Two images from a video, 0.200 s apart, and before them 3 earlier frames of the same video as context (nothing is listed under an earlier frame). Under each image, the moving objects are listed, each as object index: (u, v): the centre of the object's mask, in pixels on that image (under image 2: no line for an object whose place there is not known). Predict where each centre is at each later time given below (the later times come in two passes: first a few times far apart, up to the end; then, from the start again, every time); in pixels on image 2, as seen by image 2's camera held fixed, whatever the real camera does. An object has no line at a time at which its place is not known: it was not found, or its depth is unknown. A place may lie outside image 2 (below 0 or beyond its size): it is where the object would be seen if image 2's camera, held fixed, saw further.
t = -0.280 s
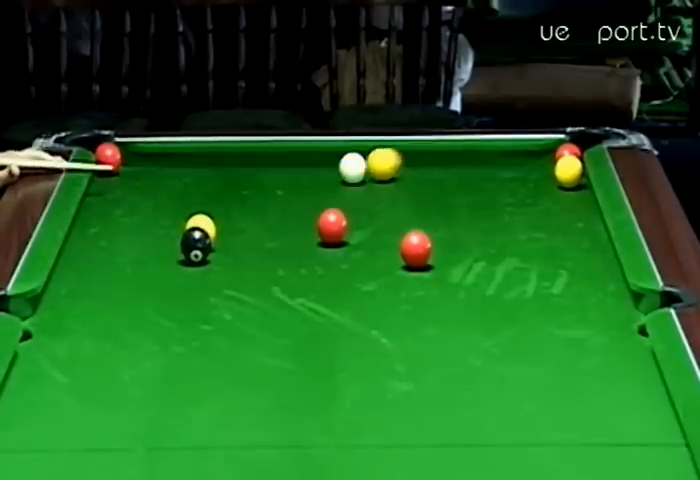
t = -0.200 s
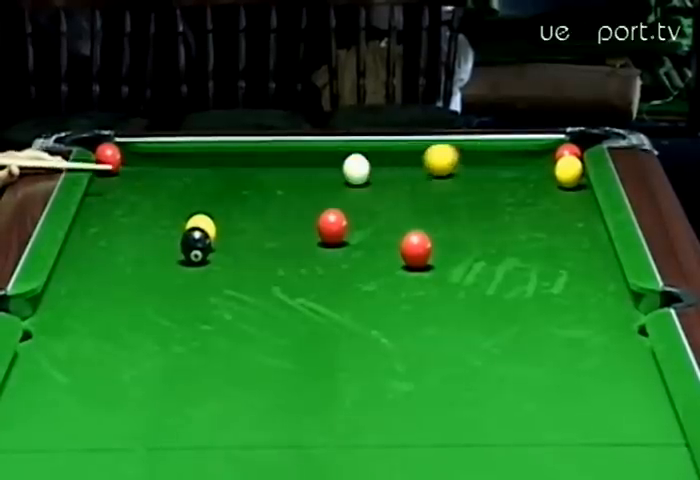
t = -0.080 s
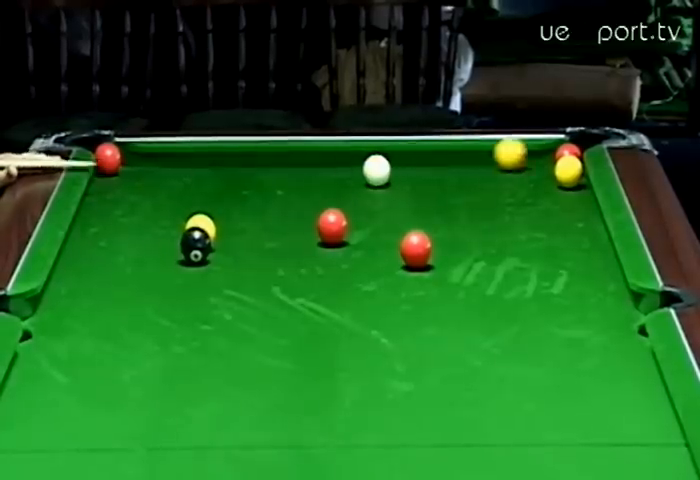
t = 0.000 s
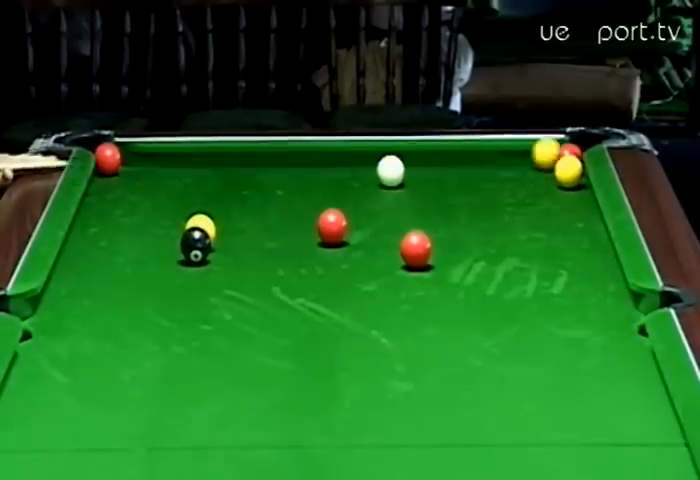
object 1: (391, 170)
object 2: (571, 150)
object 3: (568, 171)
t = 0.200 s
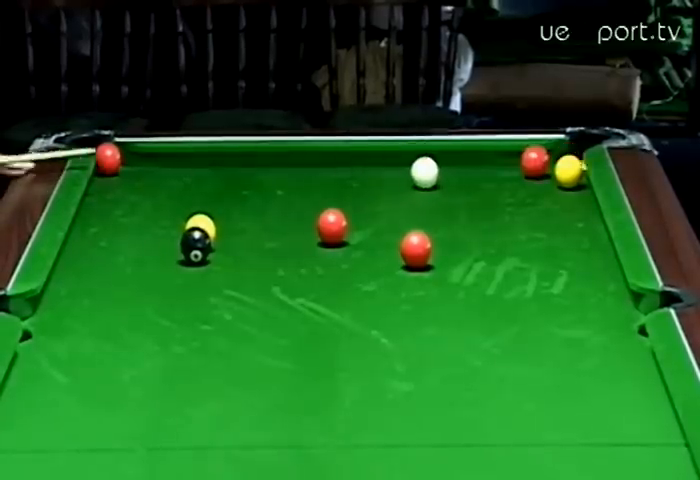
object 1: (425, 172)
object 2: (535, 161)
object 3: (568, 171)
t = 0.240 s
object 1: (431, 172)
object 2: (528, 161)
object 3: (568, 171)
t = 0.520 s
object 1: (475, 174)
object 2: (480, 155)
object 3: (568, 171)
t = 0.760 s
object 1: (509, 175)
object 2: (439, 164)
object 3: (568, 171)
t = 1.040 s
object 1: (545, 177)
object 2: (398, 167)
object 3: (569, 170)
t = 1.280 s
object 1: (561, 181)
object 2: (365, 168)
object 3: (574, 166)
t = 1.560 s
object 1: (576, 183)
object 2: (330, 169)
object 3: (566, 164)
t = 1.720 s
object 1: (575, 184)
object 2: (312, 170)
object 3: (567, 164)
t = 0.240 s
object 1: (431, 172)
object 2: (528, 161)
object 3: (568, 171)
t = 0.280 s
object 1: (438, 173)
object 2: (520, 162)
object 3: (568, 171)
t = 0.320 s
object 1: (444, 172)
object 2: (512, 162)
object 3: (568, 171)
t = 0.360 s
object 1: (450, 173)
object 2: (505, 162)
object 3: (568, 171)
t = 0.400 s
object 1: (457, 173)
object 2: (498, 162)
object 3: (568, 171)
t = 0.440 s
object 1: (463, 173)
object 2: (491, 163)
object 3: (568, 171)
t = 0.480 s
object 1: (468, 174)
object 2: (487, 161)
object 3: (568, 171)
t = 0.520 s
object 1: (475, 174)
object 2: (480, 155)
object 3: (568, 171)
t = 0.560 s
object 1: (481, 174)
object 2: (467, 159)
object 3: (568, 171)
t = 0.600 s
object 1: (487, 174)
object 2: (463, 163)
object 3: (568, 171)
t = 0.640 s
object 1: (492, 175)
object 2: (458, 164)
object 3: (568, 171)
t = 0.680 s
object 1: (498, 175)
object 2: (452, 164)
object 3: (568, 171)
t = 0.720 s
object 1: (503, 175)
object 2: (445, 164)
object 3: (568, 171)
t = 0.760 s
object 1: (509, 175)
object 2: (439, 164)
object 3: (568, 171)
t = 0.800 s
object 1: (514, 175)
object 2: (433, 165)
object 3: (568, 171)
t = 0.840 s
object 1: (520, 175)
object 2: (427, 165)
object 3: (568, 171)
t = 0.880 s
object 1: (525, 176)
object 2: (421, 165)
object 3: (568, 171)
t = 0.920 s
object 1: (530, 176)
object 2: (415, 166)
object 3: (568, 171)
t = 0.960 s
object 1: (535, 176)
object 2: (409, 166)
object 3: (568, 171)
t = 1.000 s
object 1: (540, 177)
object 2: (403, 166)
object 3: (568, 170)
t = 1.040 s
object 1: (545, 177)
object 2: (398, 167)
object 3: (569, 170)
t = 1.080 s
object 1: (549, 177)
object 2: (392, 167)
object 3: (570, 170)
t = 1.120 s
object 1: (551, 178)
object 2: (386, 167)
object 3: (572, 169)
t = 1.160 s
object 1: (554, 179)
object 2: (381, 167)
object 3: (574, 169)
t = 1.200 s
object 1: (556, 179)
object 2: (375, 167)
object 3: (574, 168)
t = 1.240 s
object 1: (559, 180)
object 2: (371, 168)
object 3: (574, 167)
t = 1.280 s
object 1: (561, 181)
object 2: (365, 168)
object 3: (574, 166)
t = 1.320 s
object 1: (564, 181)
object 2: (360, 168)
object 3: (573, 163)
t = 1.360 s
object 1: (566, 182)
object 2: (355, 168)
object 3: (571, 163)
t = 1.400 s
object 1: (569, 182)
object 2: (350, 168)
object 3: (569, 162)
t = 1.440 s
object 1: (571, 182)
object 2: (344, 168)
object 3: (568, 163)
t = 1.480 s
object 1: (573, 182)
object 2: (340, 168)
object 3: (567, 164)
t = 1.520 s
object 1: (575, 183)
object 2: (335, 169)
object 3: (567, 164)
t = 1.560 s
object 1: (576, 183)
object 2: (330, 169)
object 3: (566, 164)
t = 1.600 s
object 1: (577, 184)
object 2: (326, 169)
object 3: (567, 165)
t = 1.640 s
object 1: (577, 184)
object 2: (321, 169)
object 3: (567, 164)
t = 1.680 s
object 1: (576, 184)
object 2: (317, 169)
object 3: (567, 164)
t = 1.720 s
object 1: (575, 184)
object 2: (312, 170)
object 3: (567, 164)
